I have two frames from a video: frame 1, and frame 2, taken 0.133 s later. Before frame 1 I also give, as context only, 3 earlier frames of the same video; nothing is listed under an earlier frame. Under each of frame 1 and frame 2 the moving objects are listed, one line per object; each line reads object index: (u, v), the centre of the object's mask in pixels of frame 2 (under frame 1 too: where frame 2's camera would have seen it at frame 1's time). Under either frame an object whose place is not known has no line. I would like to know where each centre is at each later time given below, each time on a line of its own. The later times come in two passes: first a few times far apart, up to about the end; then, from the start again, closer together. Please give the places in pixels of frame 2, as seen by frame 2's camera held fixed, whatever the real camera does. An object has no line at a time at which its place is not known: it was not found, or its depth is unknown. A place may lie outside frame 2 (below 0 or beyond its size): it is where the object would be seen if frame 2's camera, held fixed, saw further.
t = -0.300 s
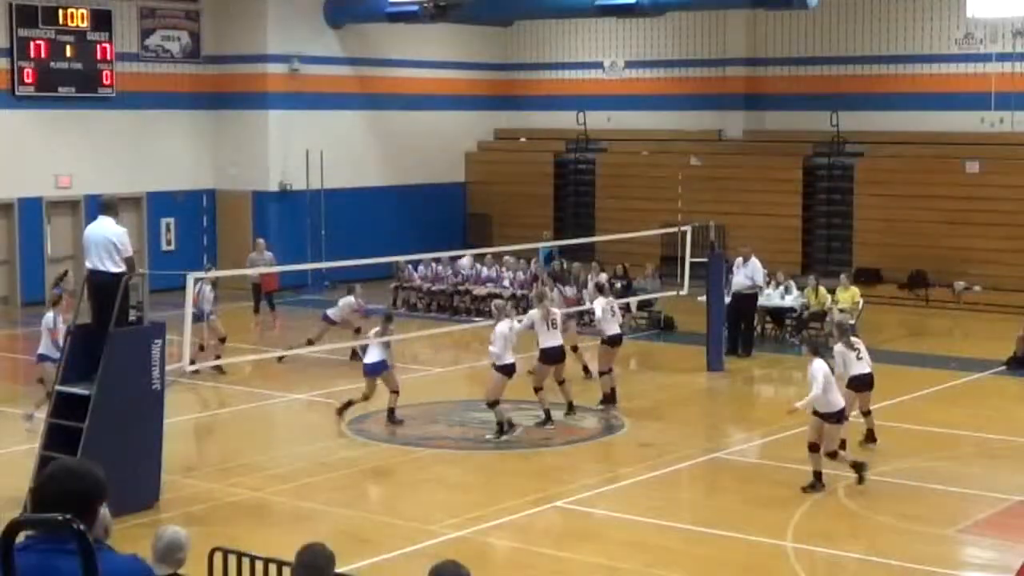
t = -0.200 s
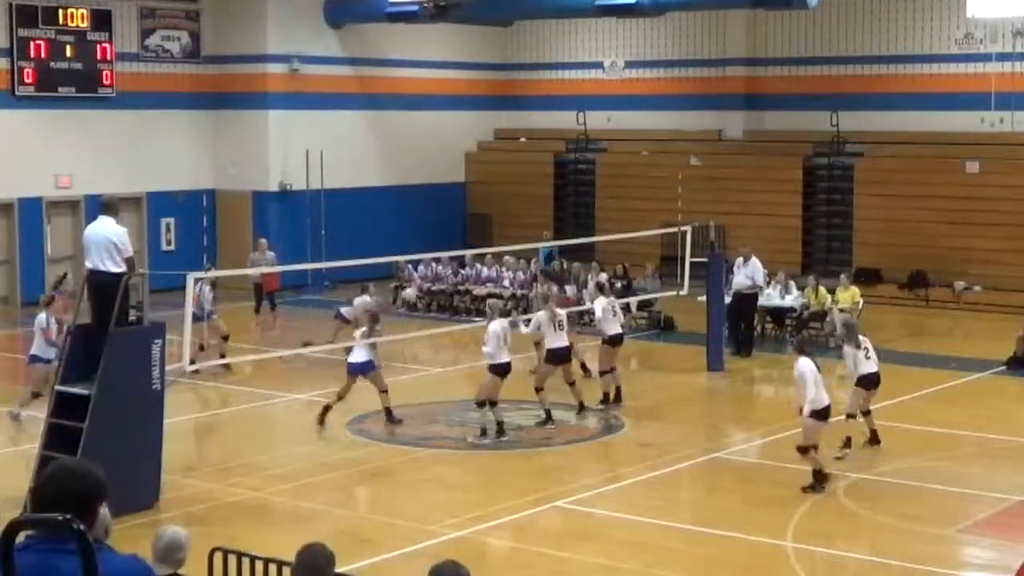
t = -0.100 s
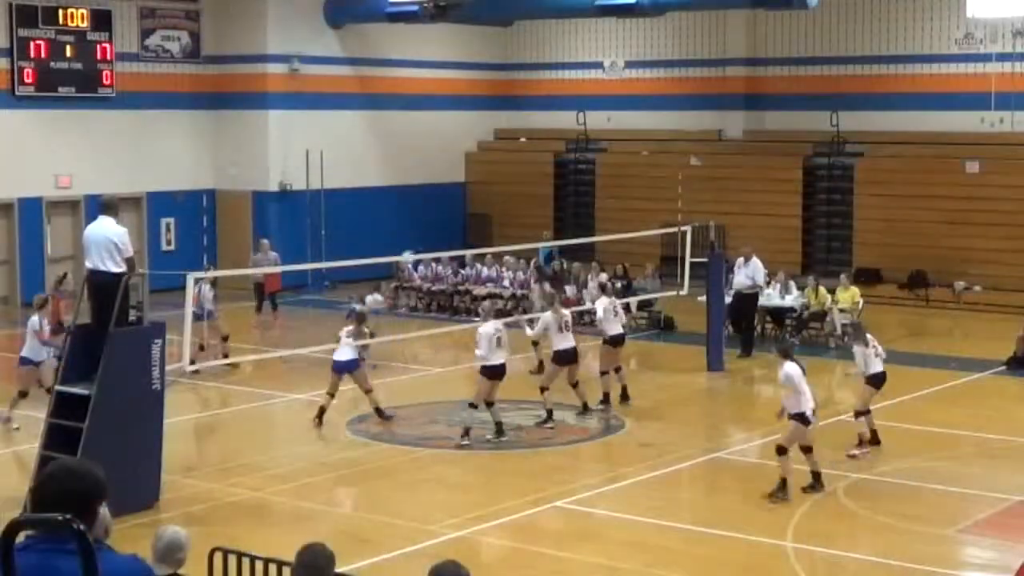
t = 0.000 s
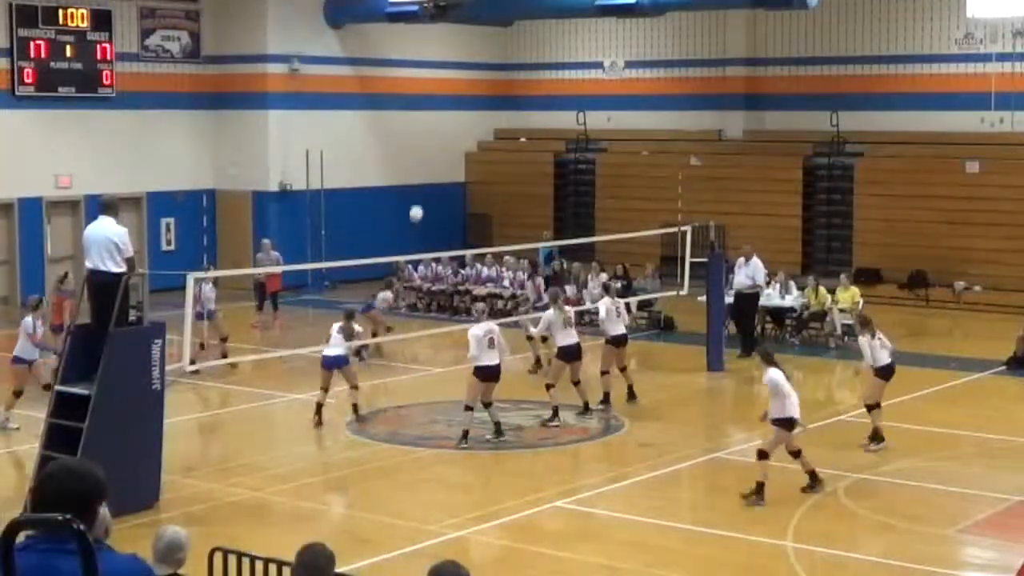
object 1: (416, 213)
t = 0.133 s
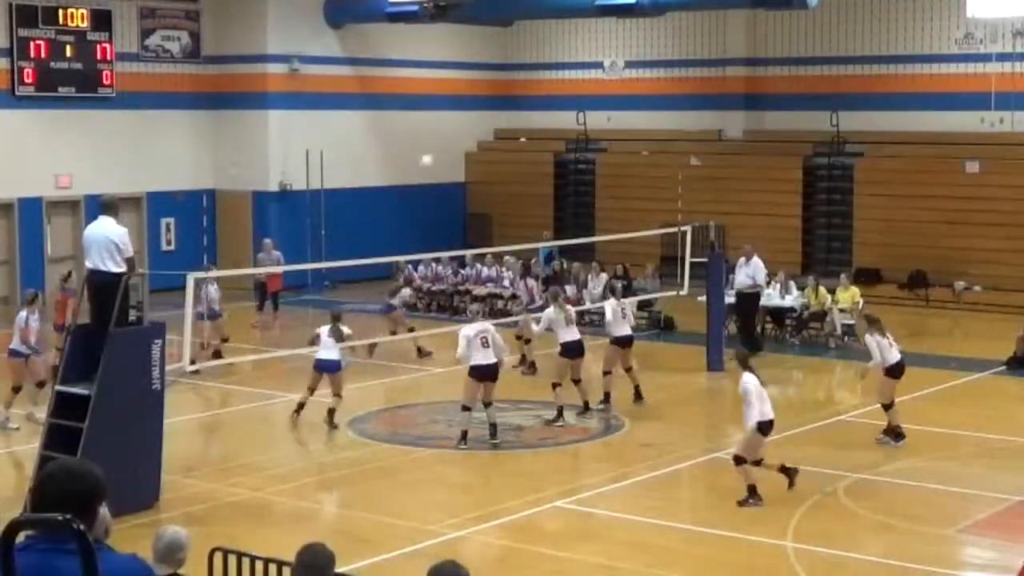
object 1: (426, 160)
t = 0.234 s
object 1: (433, 129)
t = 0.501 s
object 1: (451, 74)
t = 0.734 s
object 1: (466, 64)
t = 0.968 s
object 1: (482, 87)
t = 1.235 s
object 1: (500, 156)
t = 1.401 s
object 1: (513, 220)
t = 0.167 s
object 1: (429, 148)
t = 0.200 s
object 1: (431, 137)
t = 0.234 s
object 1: (433, 129)
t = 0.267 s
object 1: (434, 119)
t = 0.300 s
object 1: (438, 110)
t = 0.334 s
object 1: (440, 104)
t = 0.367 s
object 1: (442, 97)
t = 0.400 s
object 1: (444, 91)
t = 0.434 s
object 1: (446, 85)
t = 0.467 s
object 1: (449, 79)
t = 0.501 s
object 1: (451, 74)
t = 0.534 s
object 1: (453, 70)
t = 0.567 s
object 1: (455, 68)
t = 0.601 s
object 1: (457, 65)
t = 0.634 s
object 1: (460, 64)
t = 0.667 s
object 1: (462, 64)
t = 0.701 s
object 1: (464, 64)
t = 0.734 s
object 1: (466, 64)
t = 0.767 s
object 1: (468, 65)
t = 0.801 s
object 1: (471, 66)
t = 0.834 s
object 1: (473, 69)
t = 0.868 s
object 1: (475, 72)
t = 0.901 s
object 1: (477, 77)
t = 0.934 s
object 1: (479, 82)
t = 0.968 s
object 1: (482, 87)
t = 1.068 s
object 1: (489, 107)
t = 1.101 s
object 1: (492, 114)
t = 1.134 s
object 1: (493, 124)
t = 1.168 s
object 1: (496, 134)
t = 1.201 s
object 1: (498, 145)
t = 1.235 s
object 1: (500, 156)
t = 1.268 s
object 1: (502, 168)
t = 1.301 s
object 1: (505, 180)
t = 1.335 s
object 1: (508, 192)
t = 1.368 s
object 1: (510, 206)
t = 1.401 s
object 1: (513, 220)
